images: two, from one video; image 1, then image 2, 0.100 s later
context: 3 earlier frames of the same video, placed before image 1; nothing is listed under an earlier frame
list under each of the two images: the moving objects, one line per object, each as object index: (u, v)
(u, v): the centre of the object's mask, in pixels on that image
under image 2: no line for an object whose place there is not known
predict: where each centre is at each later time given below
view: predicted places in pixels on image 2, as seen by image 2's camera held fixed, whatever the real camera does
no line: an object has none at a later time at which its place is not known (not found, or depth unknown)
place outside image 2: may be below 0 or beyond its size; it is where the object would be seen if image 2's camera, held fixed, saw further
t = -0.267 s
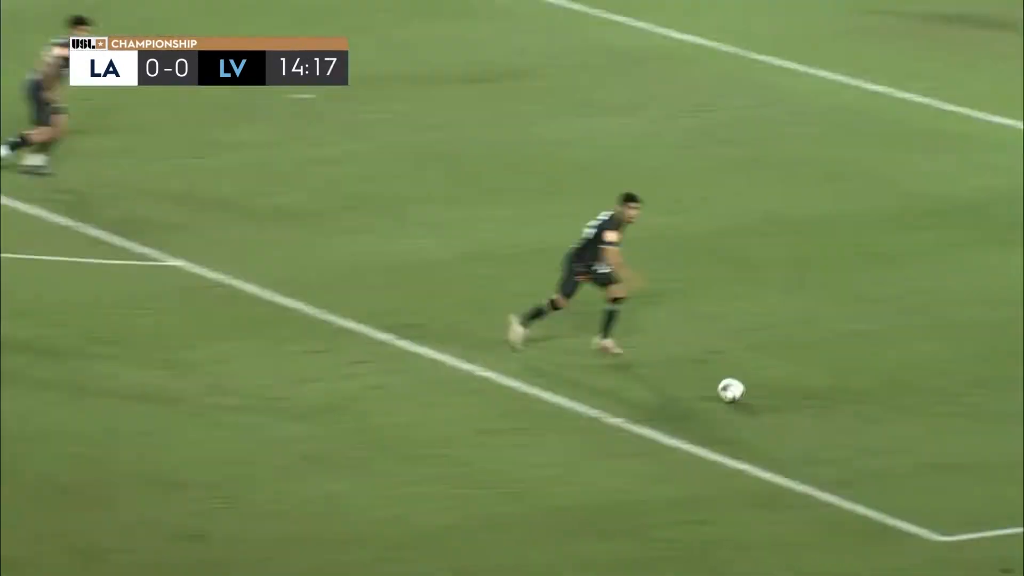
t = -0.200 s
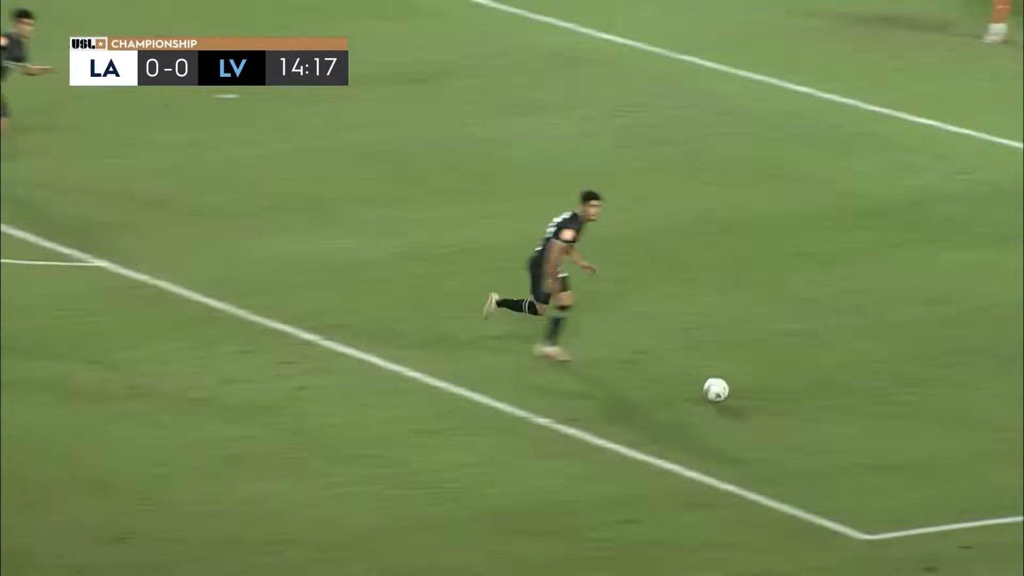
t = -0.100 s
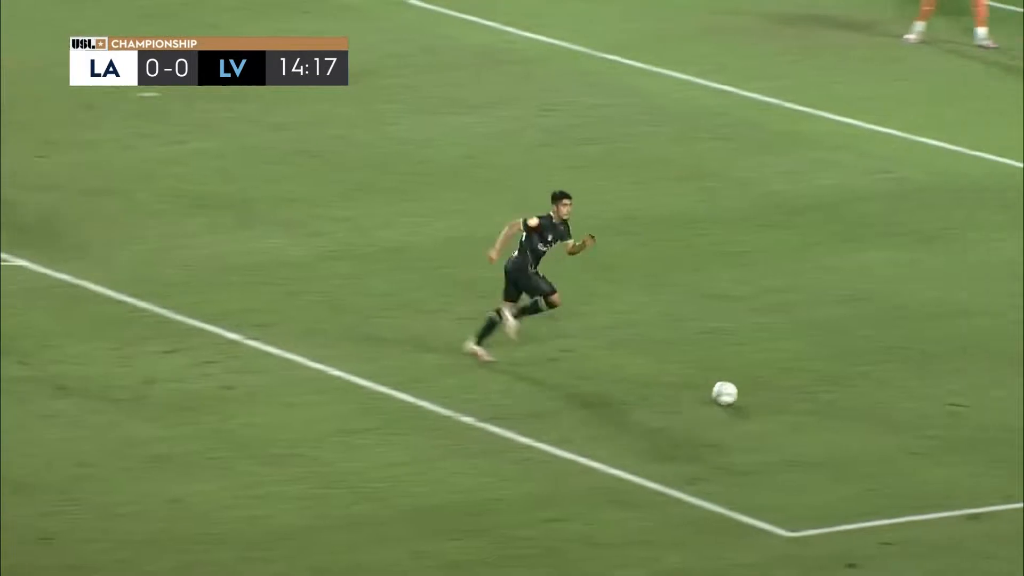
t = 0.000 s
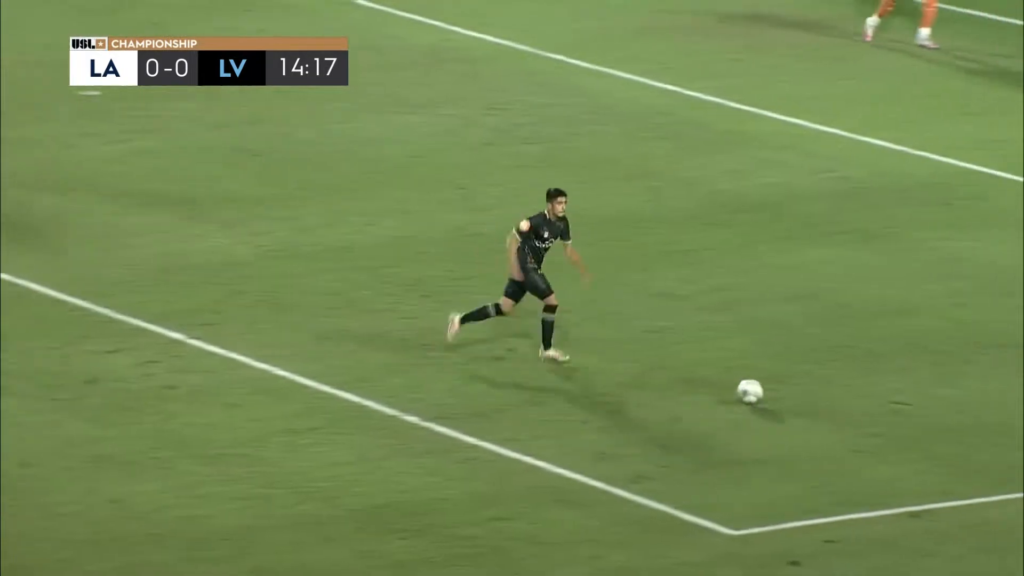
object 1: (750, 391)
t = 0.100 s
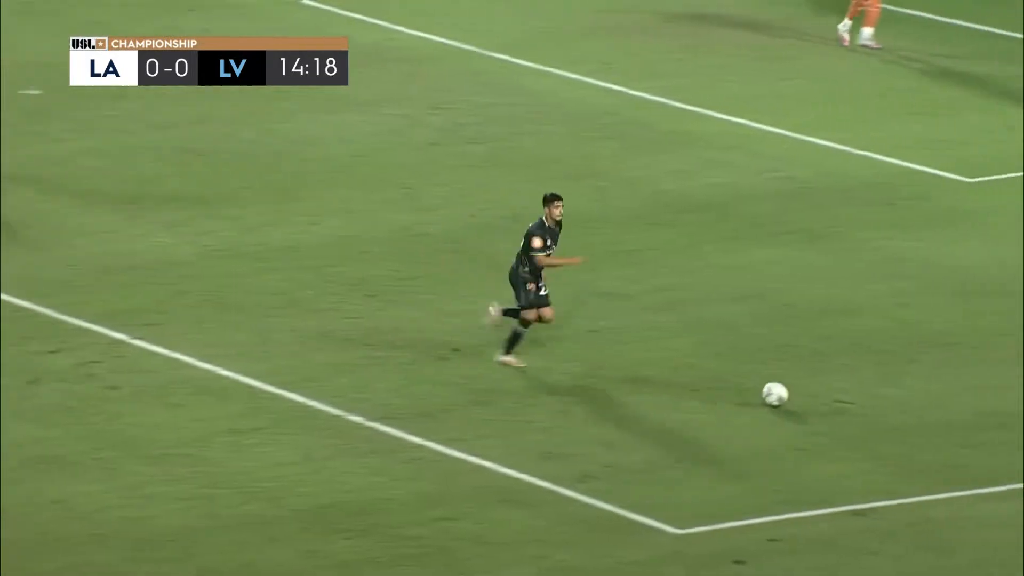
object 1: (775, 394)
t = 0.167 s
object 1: (827, 395)
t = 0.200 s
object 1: (854, 397)
